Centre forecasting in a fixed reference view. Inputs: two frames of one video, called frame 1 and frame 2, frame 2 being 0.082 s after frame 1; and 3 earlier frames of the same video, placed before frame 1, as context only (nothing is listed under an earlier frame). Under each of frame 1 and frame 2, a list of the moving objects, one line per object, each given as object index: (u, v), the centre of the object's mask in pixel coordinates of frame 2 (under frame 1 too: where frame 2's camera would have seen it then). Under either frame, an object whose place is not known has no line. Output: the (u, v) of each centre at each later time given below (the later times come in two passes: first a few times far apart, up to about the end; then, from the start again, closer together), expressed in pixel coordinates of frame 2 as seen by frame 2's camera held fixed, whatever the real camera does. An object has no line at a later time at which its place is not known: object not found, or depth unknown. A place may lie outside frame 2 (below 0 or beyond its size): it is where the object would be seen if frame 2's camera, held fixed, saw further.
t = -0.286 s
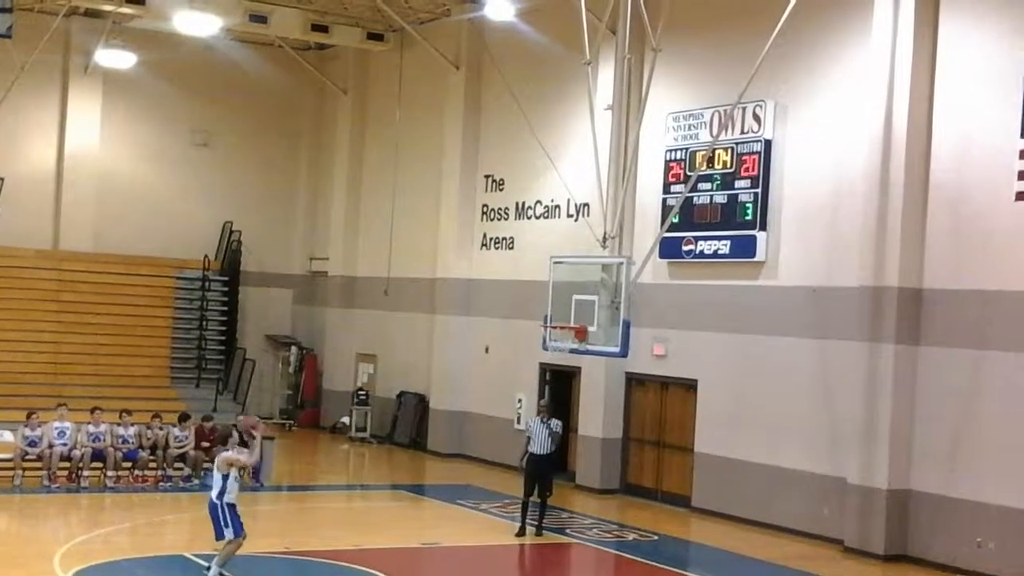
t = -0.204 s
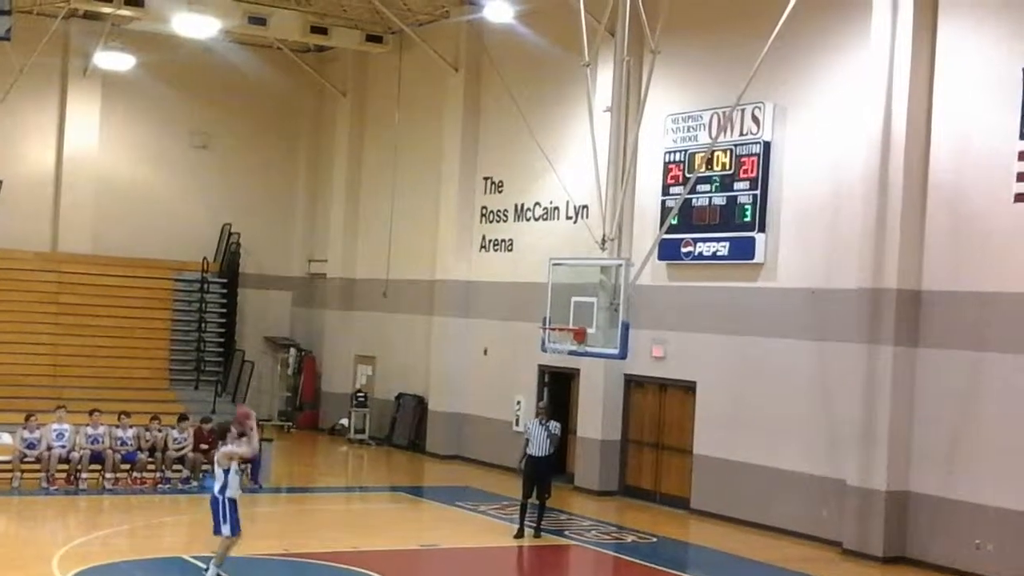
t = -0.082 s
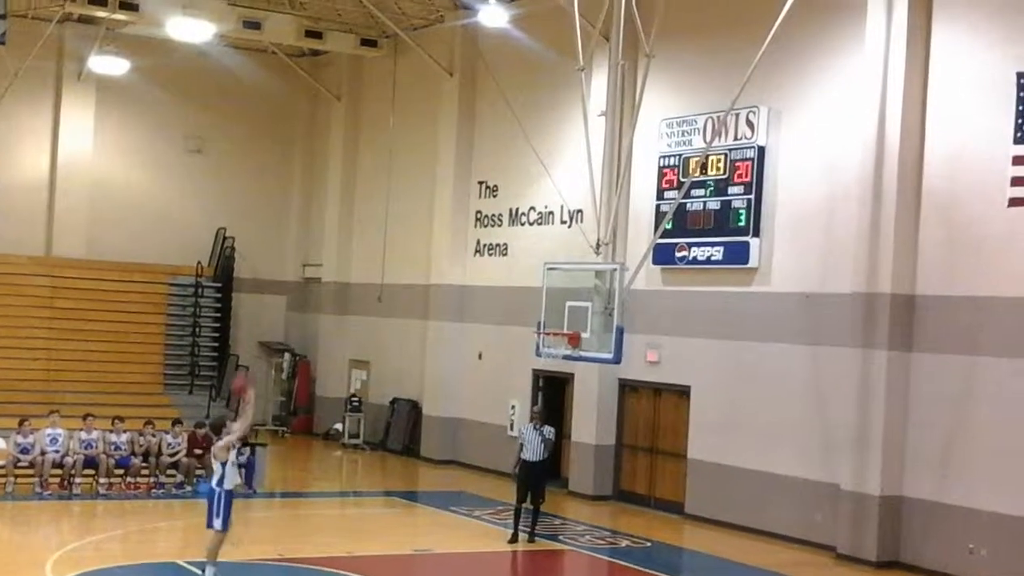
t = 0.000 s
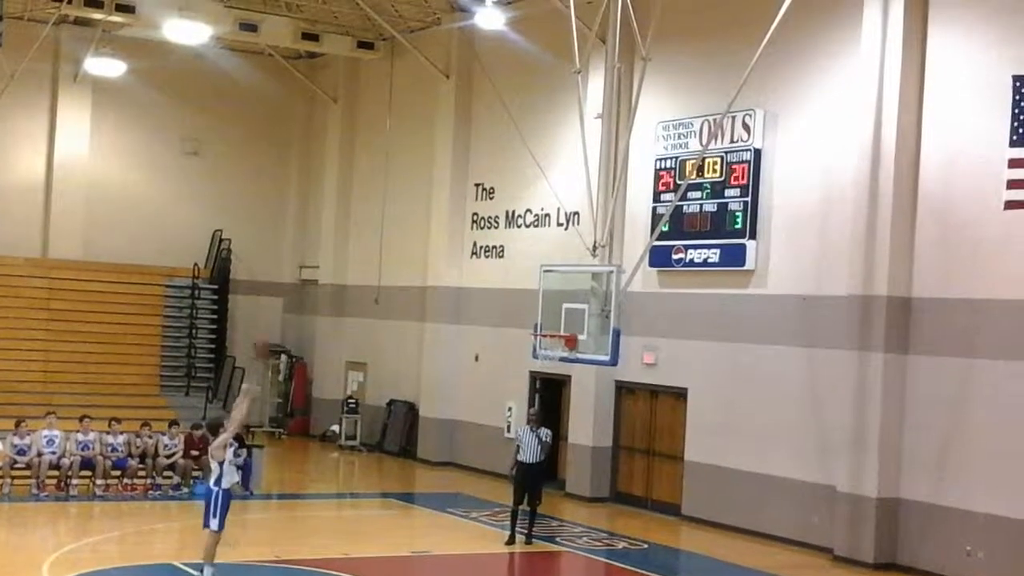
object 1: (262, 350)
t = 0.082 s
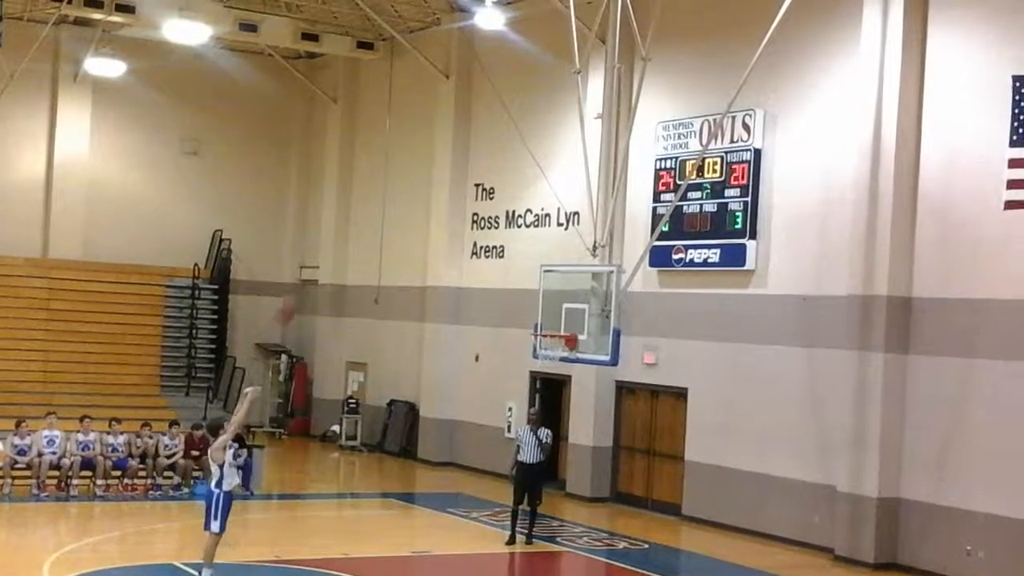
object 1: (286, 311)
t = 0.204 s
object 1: (324, 269)
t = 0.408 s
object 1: (380, 229)
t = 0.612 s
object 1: (433, 222)
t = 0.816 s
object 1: (480, 245)
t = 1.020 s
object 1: (527, 303)
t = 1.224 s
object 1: (560, 363)
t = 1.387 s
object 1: (564, 408)
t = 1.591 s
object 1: (570, 496)
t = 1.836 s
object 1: (572, 521)
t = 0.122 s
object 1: (296, 300)
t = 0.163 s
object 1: (313, 282)
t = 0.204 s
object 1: (324, 269)
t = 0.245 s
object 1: (334, 258)
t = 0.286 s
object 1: (345, 250)
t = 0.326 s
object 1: (357, 241)
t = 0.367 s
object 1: (369, 235)
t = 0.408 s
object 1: (380, 229)
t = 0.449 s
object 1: (391, 225)
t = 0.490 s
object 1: (402, 222)
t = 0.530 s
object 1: (412, 221)
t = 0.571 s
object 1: (423, 220)
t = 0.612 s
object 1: (433, 222)
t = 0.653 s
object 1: (443, 224)
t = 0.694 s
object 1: (453, 227)
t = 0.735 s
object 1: (462, 232)
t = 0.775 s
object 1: (472, 239)
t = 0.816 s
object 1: (480, 245)
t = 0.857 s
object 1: (490, 254)
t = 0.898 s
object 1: (500, 265)
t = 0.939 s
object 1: (508, 275)
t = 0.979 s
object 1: (517, 288)
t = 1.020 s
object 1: (527, 303)
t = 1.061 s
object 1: (534, 317)
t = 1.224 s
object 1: (560, 363)
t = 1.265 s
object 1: (562, 371)
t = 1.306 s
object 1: (562, 383)
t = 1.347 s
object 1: (564, 396)
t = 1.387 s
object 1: (564, 408)
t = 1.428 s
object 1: (565, 424)
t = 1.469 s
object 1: (567, 440)
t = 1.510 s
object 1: (570, 460)
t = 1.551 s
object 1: (568, 476)
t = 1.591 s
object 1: (570, 496)
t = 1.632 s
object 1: (569, 516)
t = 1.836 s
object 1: (572, 521)
